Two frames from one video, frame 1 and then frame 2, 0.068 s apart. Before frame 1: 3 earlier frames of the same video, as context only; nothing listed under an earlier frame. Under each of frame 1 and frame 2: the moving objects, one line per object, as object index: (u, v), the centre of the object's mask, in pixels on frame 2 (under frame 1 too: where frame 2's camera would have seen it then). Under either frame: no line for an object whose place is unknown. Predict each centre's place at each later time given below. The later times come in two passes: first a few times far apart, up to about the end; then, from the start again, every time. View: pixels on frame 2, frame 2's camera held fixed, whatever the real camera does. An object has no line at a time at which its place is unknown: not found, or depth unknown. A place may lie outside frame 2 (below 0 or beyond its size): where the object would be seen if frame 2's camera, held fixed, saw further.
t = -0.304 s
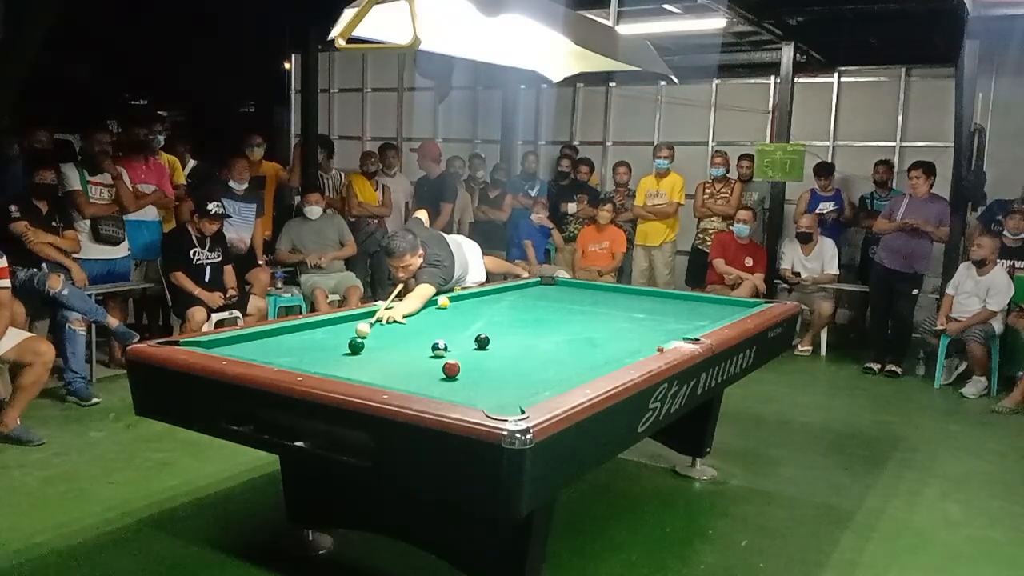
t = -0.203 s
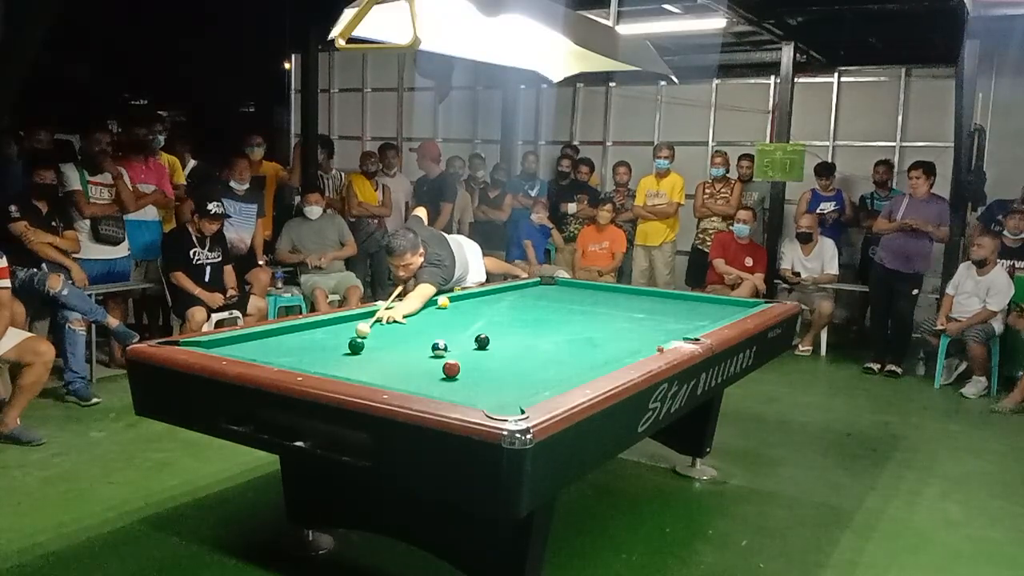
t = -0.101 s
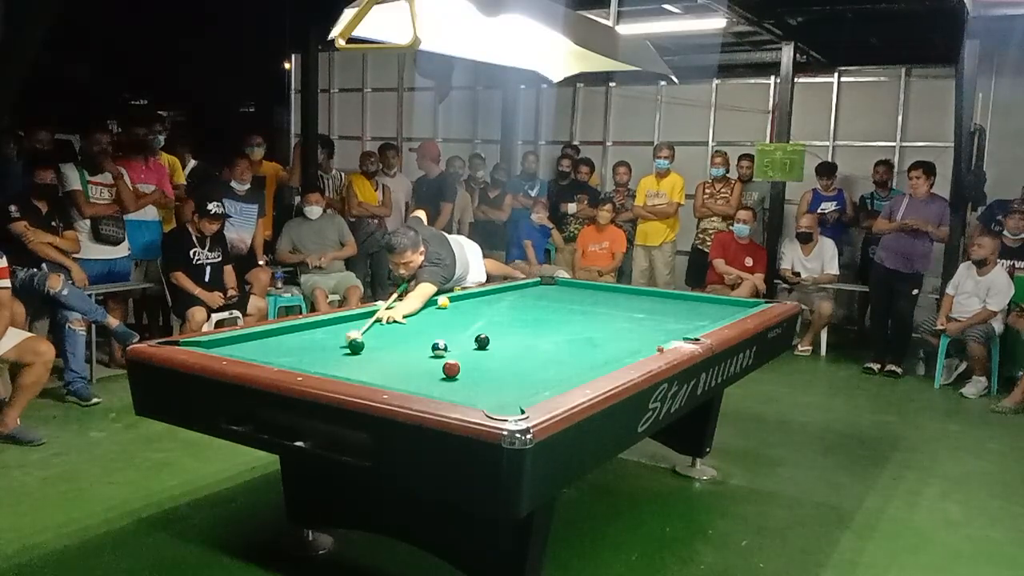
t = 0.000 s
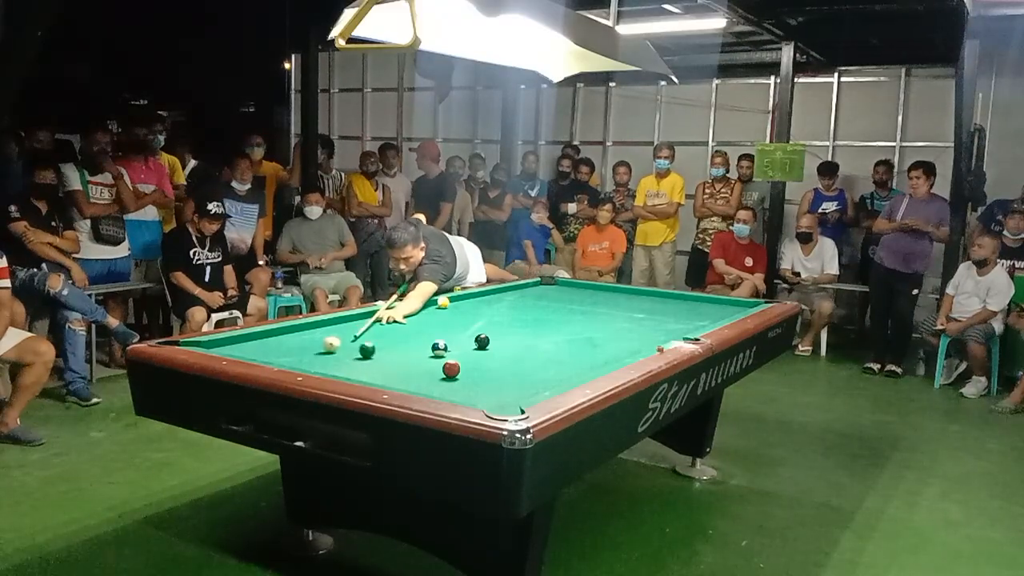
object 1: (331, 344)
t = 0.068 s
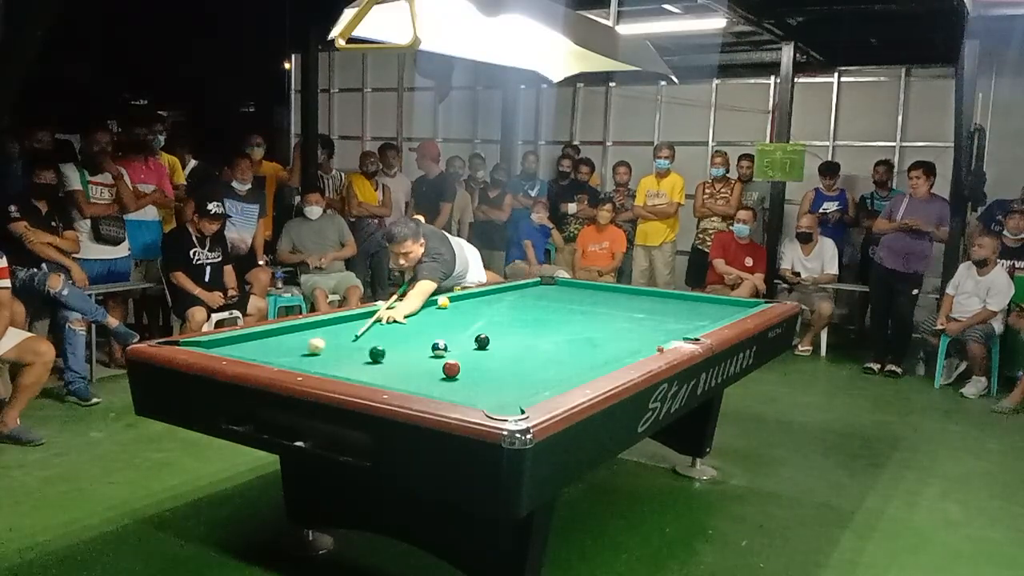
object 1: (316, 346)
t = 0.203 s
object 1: (289, 348)
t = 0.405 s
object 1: (247, 352)
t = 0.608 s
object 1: (232, 348)
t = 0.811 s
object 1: (233, 344)
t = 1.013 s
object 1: (239, 339)
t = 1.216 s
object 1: (260, 338)
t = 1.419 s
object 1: (279, 337)
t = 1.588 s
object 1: (294, 336)
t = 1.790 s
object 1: (310, 335)
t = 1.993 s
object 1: (325, 335)
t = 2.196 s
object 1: (338, 334)
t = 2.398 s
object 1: (350, 334)
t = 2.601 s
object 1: (361, 333)
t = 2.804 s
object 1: (370, 333)
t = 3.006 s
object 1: (379, 332)
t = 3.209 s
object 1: (386, 332)
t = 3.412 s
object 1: (392, 331)
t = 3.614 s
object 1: (396, 331)
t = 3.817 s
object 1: (400, 331)
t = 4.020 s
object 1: (403, 331)
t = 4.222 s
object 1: (404, 331)
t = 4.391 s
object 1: (405, 331)
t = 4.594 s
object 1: (405, 331)
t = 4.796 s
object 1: (405, 331)
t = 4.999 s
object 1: (405, 331)
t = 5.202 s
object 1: (405, 331)
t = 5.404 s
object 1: (405, 331)
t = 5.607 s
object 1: (405, 331)
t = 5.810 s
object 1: (405, 331)
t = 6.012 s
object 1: (405, 331)
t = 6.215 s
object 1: (405, 331)
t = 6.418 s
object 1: (405, 331)
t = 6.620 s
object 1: (405, 331)
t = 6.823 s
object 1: (405, 331)
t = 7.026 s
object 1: (405, 331)
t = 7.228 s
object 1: (405, 331)
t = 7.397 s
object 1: (405, 331)
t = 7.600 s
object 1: (405, 331)
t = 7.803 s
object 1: (405, 331)
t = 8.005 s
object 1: (405, 331)
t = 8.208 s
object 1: (405, 331)
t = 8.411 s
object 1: (405, 331)
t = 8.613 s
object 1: (405, 331)
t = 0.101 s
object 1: (310, 347)
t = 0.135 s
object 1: (302, 347)
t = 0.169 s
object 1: (295, 348)
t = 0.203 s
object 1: (289, 348)
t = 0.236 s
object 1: (282, 349)
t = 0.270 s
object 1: (274, 350)
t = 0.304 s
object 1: (267, 351)
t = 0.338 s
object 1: (260, 351)
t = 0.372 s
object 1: (253, 351)
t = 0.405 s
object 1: (247, 352)
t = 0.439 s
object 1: (240, 351)
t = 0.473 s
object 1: (233, 350)
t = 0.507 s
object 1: (232, 350)
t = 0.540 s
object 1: (232, 349)
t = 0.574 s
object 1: (232, 349)
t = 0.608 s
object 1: (232, 348)
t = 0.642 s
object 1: (232, 348)
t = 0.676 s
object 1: (232, 347)
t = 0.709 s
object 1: (232, 346)
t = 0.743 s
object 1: (233, 346)
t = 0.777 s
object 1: (233, 345)
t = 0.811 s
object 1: (233, 344)
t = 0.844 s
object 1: (233, 343)
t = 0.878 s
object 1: (234, 342)
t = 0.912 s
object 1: (234, 341)
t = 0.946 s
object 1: (234, 340)
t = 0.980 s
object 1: (235, 339)
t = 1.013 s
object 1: (239, 339)
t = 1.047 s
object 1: (243, 339)
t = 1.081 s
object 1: (246, 339)
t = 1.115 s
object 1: (250, 338)
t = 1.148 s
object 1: (253, 338)
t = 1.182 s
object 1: (256, 338)
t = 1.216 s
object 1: (260, 338)
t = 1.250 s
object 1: (263, 338)
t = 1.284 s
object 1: (266, 338)
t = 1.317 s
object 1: (269, 337)
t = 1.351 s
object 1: (273, 337)
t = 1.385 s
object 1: (276, 337)
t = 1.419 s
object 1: (279, 337)
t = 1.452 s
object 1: (282, 337)
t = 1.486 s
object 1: (285, 337)
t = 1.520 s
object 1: (288, 337)
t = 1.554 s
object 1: (291, 336)
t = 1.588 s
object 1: (294, 336)
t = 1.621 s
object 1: (297, 336)
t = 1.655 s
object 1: (299, 336)
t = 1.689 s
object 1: (302, 336)
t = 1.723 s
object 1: (305, 336)
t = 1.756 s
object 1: (307, 336)
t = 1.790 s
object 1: (310, 335)
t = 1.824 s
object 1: (313, 335)
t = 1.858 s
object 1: (315, 336)
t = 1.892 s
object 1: (318, 335)
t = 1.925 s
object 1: (320, 335)
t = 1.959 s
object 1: (322, 335)
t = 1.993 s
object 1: (325, 335)
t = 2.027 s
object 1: (327, 335)
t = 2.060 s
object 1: (329, 334)
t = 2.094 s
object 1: (331, 334)
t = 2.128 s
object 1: (334, 334)
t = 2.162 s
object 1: (336, 334)
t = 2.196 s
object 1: (338, 334)
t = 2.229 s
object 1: (340, 334)
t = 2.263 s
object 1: (342, 334)
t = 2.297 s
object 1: (344, 334)
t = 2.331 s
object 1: (346, 334)
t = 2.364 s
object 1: (348, 334)
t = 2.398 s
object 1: (350, 334)
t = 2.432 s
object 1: (352, 333)
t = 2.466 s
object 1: (354, 334)
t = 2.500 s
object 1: (356, 334)
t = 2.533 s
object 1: (358, 333)
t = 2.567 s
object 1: (359, 333)
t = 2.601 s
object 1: (361, 333)
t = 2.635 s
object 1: (363, 333)
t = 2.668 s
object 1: (364, 333)
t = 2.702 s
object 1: (366, 333)
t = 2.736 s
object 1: (367, 333)
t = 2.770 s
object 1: (369, 333)
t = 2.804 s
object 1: (370, 333)
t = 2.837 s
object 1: (372, 333)
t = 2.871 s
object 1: (373, 332)
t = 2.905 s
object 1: (375, 332)
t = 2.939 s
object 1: (376, 332)
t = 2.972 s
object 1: (377, 332)
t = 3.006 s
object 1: (379, 332)
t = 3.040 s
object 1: (380, 332)
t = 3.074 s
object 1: (381, 332)
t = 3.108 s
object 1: (382, 332)
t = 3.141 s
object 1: (383, 332)
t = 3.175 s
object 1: (385, 332)
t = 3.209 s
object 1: (386, 332)
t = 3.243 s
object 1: (387, 332)
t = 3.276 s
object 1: (388, 332)
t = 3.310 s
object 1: (389, 332)
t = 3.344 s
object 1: (390, 332)
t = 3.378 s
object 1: (391, 332)
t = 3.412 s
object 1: (392, 331)
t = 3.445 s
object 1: (392, 332)
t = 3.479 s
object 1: (393, 332)
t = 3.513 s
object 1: (394, 332)
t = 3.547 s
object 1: (395, 331)
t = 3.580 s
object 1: (396, 331)
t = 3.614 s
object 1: (396, 331)
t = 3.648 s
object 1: (397, 331)
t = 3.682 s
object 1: (398, 331)
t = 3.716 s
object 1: (398, 331)
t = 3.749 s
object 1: (399, 331)
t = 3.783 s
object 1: (400, 331)
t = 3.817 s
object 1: (400, 331)
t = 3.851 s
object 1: (400, 331)
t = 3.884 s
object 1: (401, 331)
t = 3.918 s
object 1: (401, 331)
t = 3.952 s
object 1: (402, 331)
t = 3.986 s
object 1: (402, 331)
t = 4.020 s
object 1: (403, 331)
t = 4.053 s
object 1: (403, 331)
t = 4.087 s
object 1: (403, 331)
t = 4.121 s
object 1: (404, 331)
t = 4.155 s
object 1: (404, 331)
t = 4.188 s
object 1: (404, 331)
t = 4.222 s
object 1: (404, 331)
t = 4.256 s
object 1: (405, 331)
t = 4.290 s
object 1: (405, 331)
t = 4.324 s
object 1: (405, 331)
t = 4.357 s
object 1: (405, 331)
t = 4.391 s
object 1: (405, 331)
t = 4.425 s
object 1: (405, 331)
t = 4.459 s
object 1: (405, 331)
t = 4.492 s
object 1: (405, 331)
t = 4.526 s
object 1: (405, 331)
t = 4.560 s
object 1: (405, 331)
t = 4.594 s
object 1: (405, 331)
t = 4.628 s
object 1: (405, 331)
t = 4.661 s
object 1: (405, 331)
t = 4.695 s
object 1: (405, 331)
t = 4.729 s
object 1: (405, 331)
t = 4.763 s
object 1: (405, 331)
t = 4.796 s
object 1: (405, 331)
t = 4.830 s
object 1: (405, 331)
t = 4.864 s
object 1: (405, 331)
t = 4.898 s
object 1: (405, 331)
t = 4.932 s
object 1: (405, 331)
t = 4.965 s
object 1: (405, 331)
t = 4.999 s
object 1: (405, 331)
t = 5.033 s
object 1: (405, 331)
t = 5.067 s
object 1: (405, 331)
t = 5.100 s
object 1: (405, 331)
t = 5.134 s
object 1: (405, 331)
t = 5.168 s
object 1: (405, 331)
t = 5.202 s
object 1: (405, 331)
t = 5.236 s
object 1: (405, 331)
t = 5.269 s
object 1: (405, 331)
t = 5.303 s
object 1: (405, 331)
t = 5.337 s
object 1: (405, 331)
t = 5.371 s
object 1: (405, 331)
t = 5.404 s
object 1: (405, 331)
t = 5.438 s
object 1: (405, 331)
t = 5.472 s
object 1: (405, 331)
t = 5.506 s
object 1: (405, 331)
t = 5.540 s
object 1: (405, 331)
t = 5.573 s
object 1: (405, 331)
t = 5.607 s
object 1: (405, 331)
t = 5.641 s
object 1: (405, 331)
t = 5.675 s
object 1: (405, 331)
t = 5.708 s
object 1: (405, 331)
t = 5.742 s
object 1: (405, 331)
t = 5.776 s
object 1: (405, 331)
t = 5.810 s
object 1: (405, 331)
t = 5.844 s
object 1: (405, 331)
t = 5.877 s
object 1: (405, 331)
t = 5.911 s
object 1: (405, 331)
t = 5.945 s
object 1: (405, 331)
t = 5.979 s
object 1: (405, 331)
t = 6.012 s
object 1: (405, 331)
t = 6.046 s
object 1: (405, 331)
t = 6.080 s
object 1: (405, 331)
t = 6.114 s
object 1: (405, 331)
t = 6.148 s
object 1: (405, 331)
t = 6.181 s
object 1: (405, 331)
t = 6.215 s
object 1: (405, 331)
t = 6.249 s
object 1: (405, 331)
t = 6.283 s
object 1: (405, 331)
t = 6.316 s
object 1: (405, 331)
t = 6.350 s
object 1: (405, 331)
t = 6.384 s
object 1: (405, 331)
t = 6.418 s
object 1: (405, 331)
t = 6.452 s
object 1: (405, 331)
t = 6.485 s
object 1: (405, 331)
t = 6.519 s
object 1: (405, 331)
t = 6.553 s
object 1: (405, 331)
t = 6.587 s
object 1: (405, 331)
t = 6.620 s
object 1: (405, 331)
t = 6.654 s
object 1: (405, 331)
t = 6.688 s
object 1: (405, 331)
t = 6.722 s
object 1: (405, 331)
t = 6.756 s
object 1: (405, 331)
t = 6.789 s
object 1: (405, 331)
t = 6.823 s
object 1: (405, 331)
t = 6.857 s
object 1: (405, 331)
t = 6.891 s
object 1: (405, 331)
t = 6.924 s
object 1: (405, 331)
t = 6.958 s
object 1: (405, 331)
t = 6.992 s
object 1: (405, 331)
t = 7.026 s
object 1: (405, 331)
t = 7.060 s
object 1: (405, 331)
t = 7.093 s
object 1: (405, 331)
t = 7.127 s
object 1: (405, 331)
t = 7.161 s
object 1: (405, 331)
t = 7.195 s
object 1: (405, 331)
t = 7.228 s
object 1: (405, 331)
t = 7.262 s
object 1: (405, 331)
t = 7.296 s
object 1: (405, 331)
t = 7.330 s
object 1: (405, 331)
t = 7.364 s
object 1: (405, 331)
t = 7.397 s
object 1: (405, 331)
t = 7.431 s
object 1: (405, 331)
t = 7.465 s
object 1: (405, 331)
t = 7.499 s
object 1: (405, 331)
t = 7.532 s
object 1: (405, 331)
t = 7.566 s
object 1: (405, 331)
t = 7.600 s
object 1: (405, 331)
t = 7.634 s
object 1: (405, 331)
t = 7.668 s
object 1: (405, 331)
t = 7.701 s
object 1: (405, 331)
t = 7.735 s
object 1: (405, 331)
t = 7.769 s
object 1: (405, 331)
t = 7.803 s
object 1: (405, 331)
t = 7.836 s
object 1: (405, 331)
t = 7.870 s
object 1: (405, 331)
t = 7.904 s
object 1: (405, 331)
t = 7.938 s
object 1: (405, 331)
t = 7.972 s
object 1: (405, 331)
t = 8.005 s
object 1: (405, 331)
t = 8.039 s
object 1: (405, 331)
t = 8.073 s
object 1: (405, 331)
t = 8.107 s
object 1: (405, 331)
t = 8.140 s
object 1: (405, 331)
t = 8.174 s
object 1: (405, 331)
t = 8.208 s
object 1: (405, 331)
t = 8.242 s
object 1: (405, 331)
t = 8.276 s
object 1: (405, 331)
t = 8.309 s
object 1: (405, 331)
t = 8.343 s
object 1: (405, 331)
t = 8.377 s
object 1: (405, 331)
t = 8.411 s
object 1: (405, 331)
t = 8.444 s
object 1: (405, 331)
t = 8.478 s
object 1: (405, 331)
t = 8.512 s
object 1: (405, 331)
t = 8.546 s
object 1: (405, 331)
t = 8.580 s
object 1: (405, 331)
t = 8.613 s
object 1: (405, 331)
